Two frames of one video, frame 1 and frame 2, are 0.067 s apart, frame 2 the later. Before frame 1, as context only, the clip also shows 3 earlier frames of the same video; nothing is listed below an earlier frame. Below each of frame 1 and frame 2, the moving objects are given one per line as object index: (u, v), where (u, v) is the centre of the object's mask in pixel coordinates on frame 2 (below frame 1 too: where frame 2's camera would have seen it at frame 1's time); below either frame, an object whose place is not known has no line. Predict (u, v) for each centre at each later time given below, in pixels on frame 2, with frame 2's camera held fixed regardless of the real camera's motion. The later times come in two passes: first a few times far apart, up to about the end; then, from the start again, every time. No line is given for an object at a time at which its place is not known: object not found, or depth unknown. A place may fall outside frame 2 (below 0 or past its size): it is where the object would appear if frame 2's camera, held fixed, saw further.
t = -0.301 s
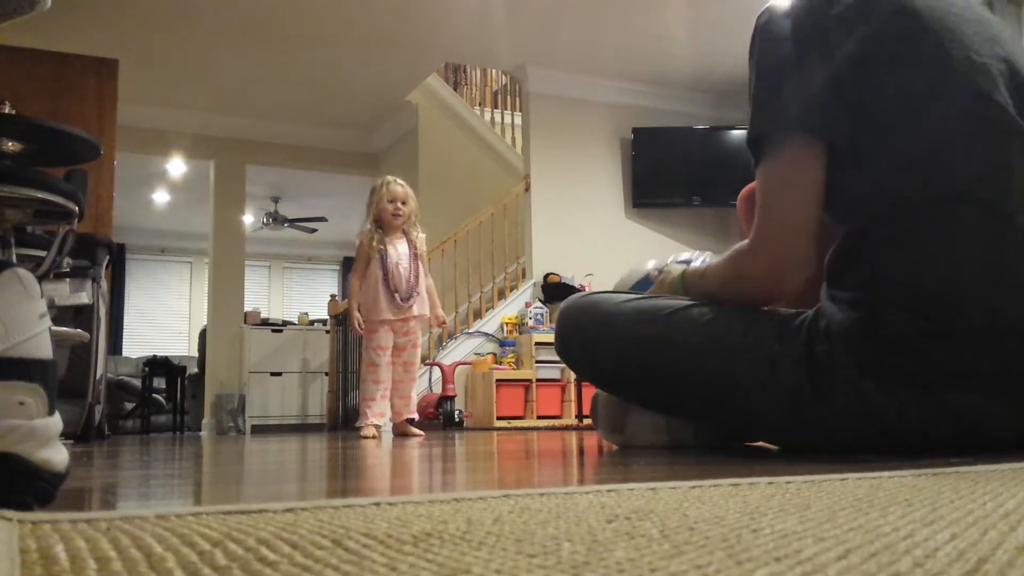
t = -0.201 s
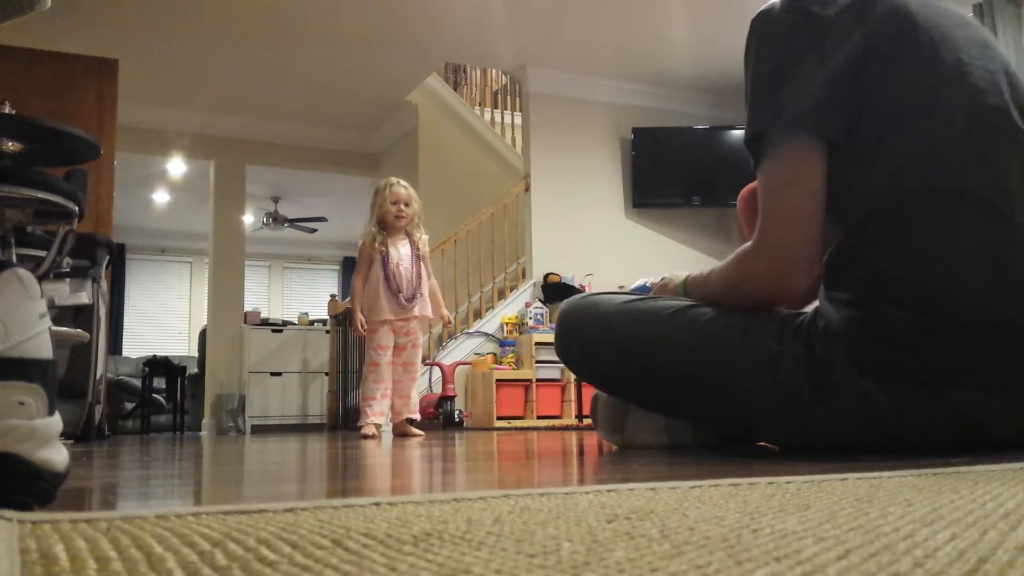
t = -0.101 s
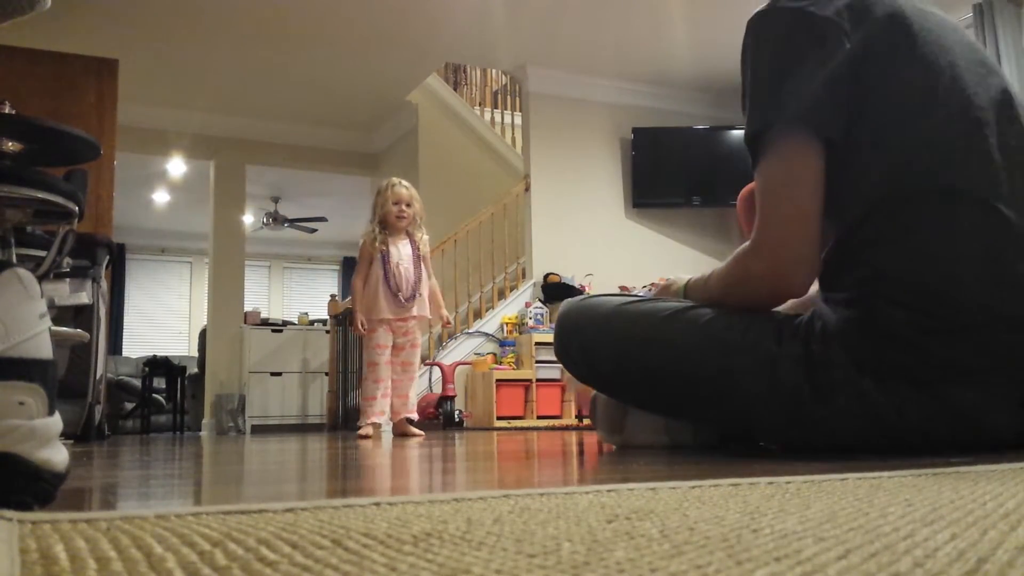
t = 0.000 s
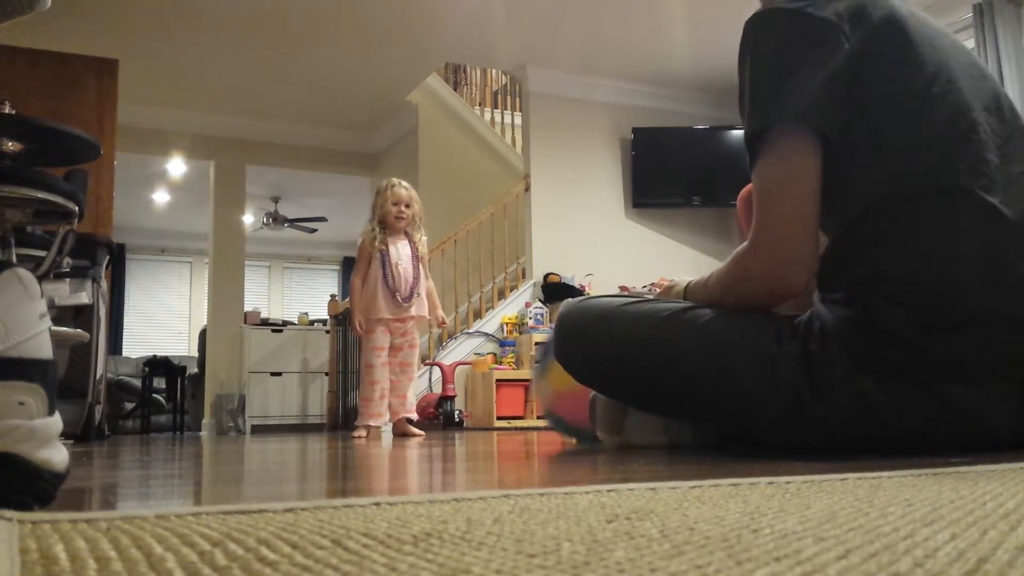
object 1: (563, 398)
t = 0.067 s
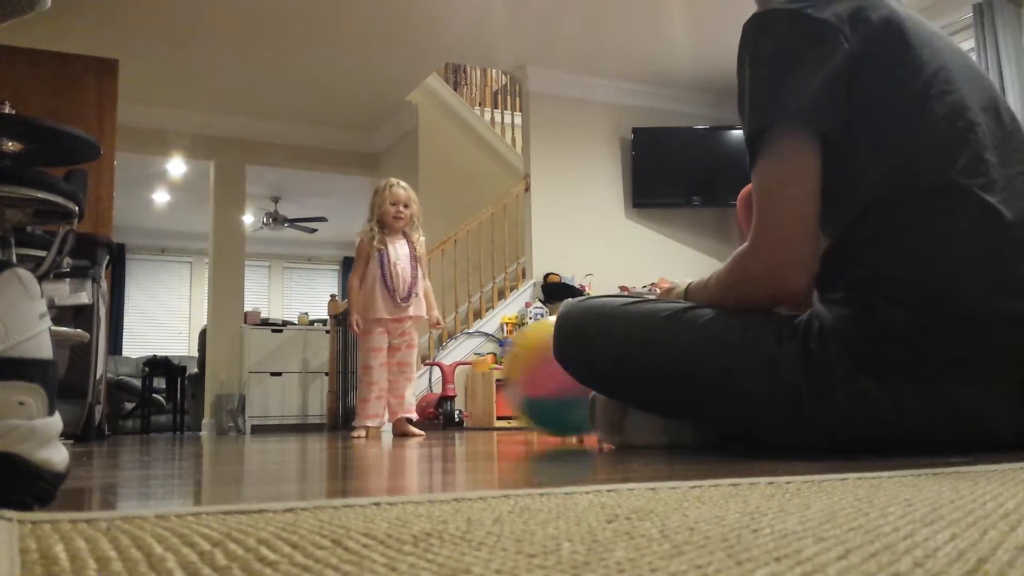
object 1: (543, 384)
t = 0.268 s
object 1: (483, 383)
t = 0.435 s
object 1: (437, 390)
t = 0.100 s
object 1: (535, 386)
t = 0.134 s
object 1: (531, 388)
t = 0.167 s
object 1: (516, 387)
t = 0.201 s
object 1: (506, 384)
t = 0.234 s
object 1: (494, 382)
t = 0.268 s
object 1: (483, 383)
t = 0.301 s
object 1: (472, 386)
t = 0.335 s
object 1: (464, 386)
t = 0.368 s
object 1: (455, 388)
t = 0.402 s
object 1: (445, 388)
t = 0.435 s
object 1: (437, 390)
